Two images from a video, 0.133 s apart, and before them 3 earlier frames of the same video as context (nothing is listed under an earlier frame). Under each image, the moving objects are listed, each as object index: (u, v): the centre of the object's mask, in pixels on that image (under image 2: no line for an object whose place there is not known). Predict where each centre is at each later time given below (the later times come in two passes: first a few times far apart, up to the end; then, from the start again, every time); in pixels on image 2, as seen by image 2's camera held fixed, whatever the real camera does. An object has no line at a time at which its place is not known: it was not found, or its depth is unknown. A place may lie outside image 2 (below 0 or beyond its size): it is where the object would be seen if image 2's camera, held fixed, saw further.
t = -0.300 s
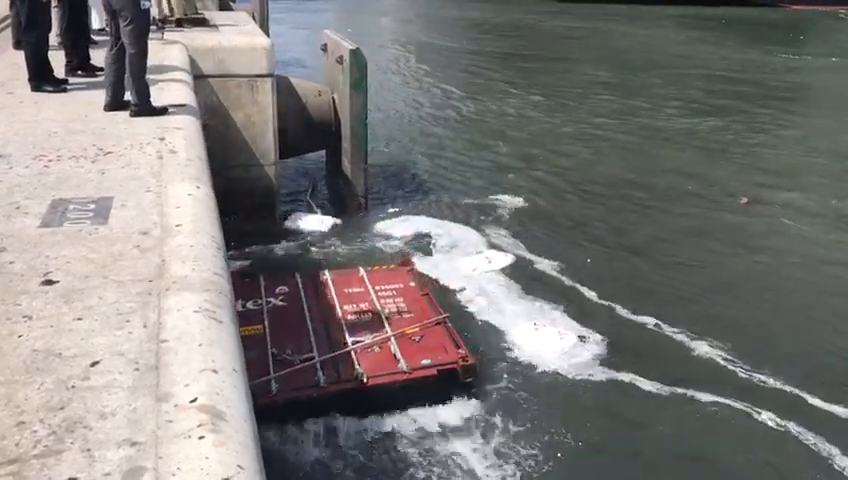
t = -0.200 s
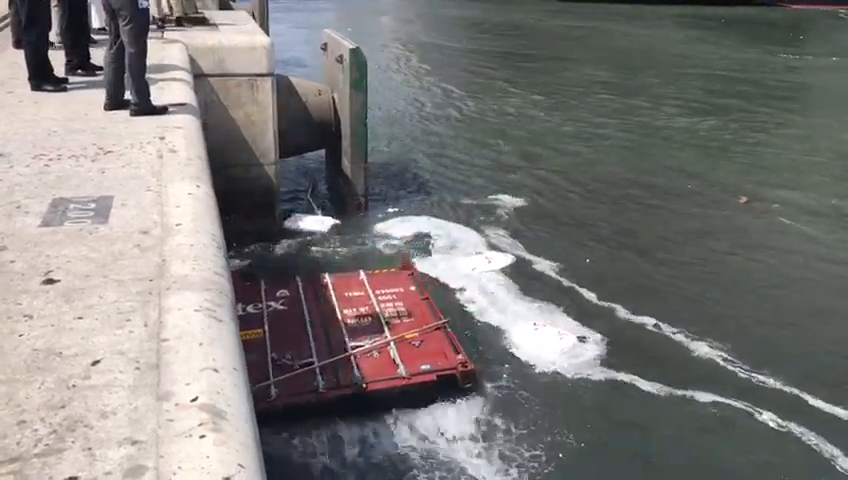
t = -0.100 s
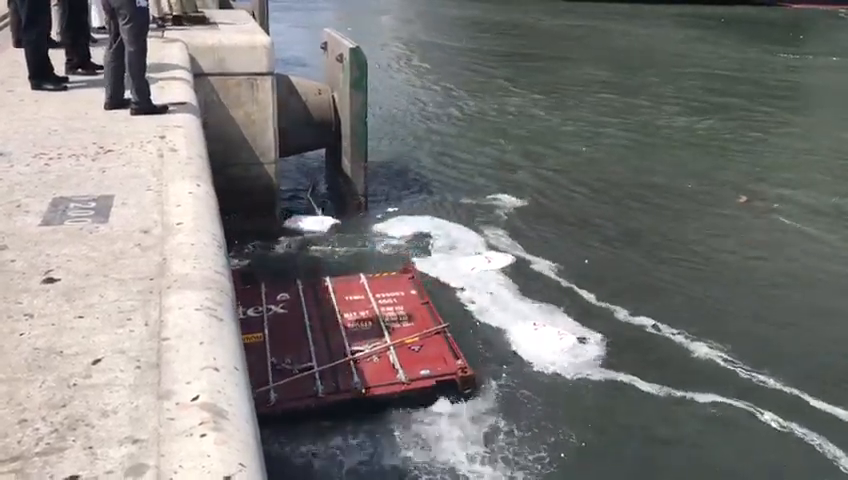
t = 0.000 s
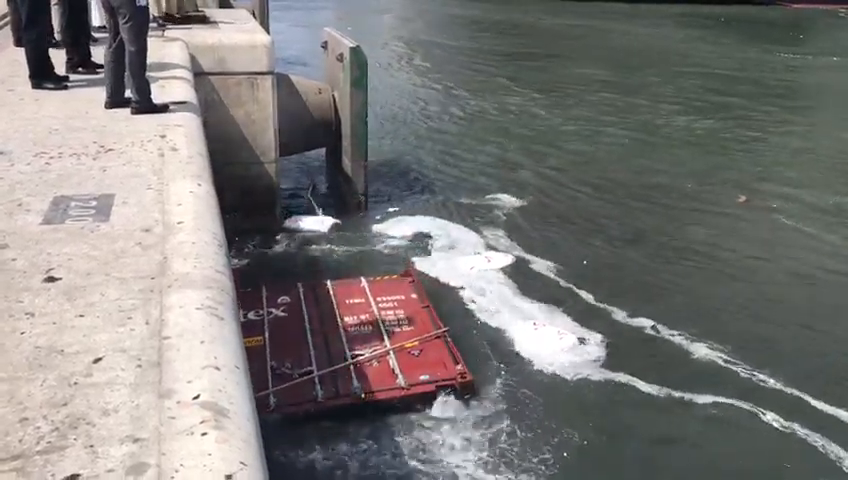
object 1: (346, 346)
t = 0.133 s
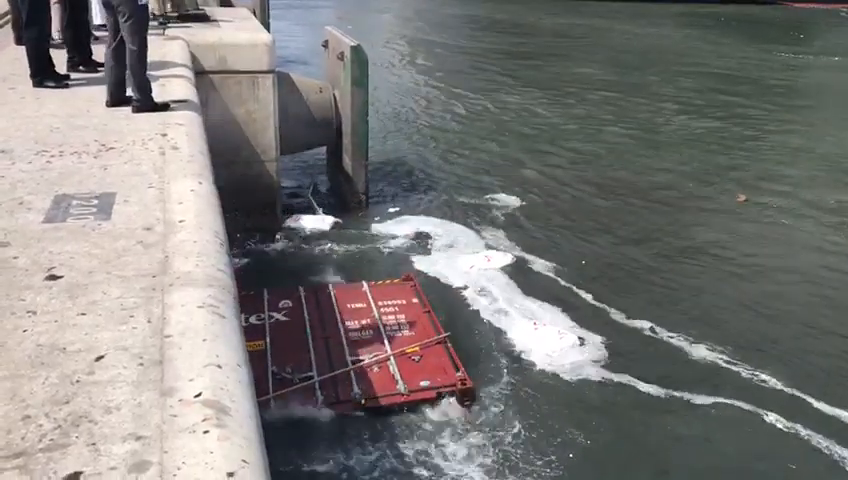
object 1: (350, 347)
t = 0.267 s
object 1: (353, 349)
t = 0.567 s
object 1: (352, 356)
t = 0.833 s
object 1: (363, 364)
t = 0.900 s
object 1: (376, 366)
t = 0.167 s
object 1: (350, 347)
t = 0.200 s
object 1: (351, 347)
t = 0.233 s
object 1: (351, 348)
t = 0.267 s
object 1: (353, 349)
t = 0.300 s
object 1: (353, 349)
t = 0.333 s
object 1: (354, 349)
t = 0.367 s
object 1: (353, 349)
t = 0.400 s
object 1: (354, 350)
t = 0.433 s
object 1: (354, 352)
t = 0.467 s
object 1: (353, 352)
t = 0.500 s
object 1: (351, 353)
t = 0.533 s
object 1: (351, 355)
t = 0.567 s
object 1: (352, 356)
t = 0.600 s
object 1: (354, 358)
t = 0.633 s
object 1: (353, 358)
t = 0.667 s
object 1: (354, 357)
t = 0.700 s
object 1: (356, 358)
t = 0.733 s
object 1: (358, 360)
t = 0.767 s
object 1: (360, 361)
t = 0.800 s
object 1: (360, 362)
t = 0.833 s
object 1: (363, 364)
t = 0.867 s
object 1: (373, 364)
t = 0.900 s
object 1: (376, 366)
